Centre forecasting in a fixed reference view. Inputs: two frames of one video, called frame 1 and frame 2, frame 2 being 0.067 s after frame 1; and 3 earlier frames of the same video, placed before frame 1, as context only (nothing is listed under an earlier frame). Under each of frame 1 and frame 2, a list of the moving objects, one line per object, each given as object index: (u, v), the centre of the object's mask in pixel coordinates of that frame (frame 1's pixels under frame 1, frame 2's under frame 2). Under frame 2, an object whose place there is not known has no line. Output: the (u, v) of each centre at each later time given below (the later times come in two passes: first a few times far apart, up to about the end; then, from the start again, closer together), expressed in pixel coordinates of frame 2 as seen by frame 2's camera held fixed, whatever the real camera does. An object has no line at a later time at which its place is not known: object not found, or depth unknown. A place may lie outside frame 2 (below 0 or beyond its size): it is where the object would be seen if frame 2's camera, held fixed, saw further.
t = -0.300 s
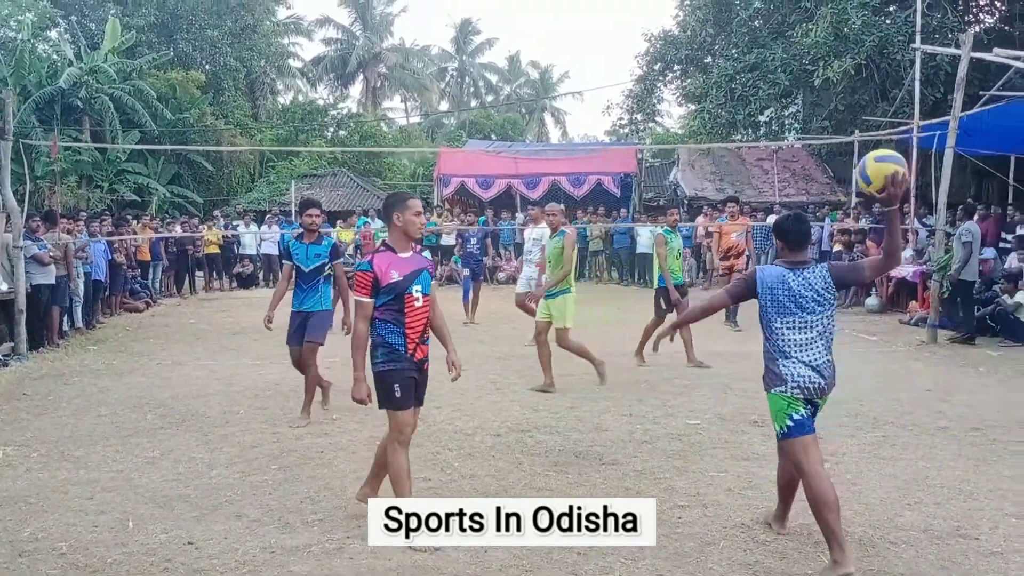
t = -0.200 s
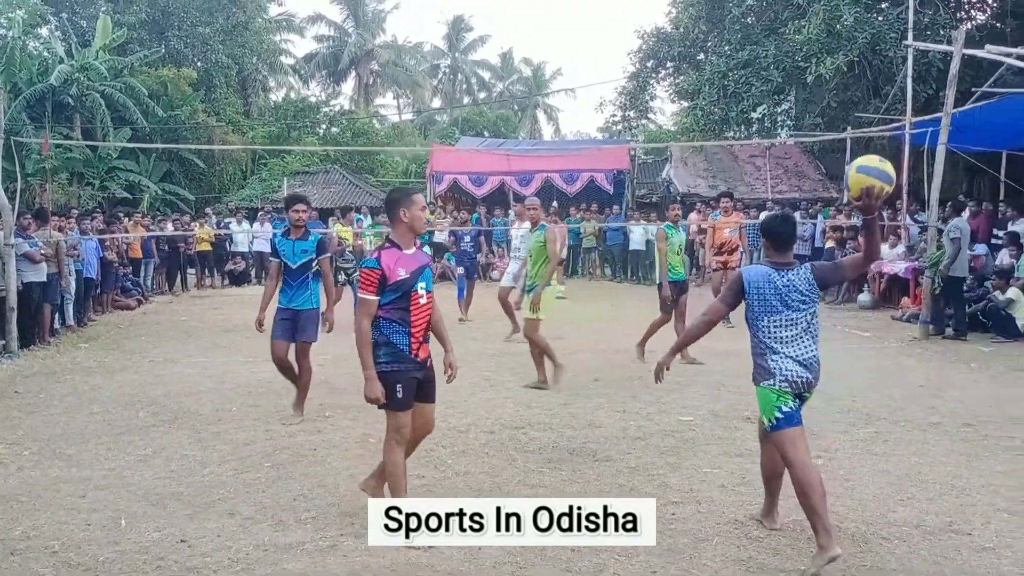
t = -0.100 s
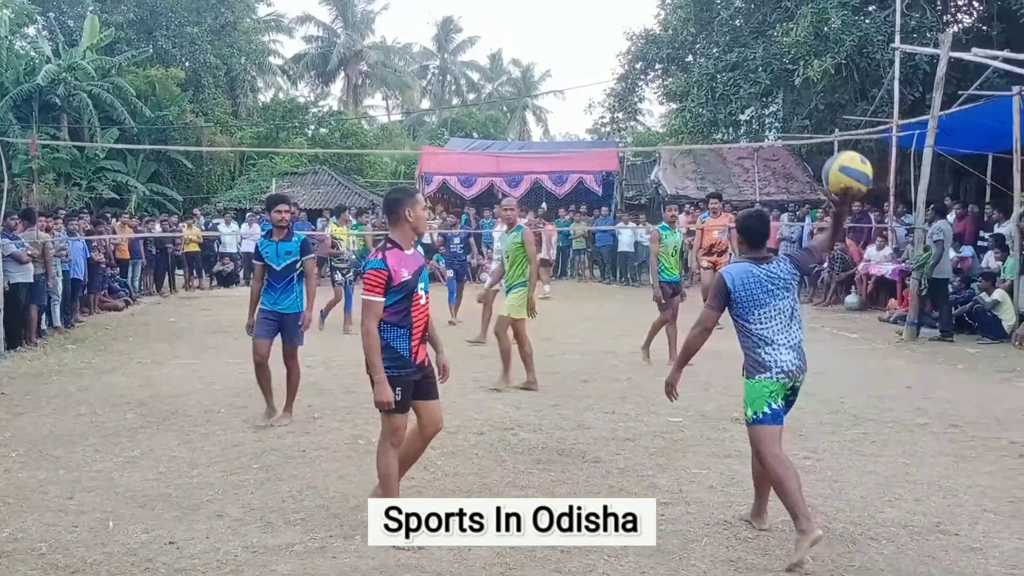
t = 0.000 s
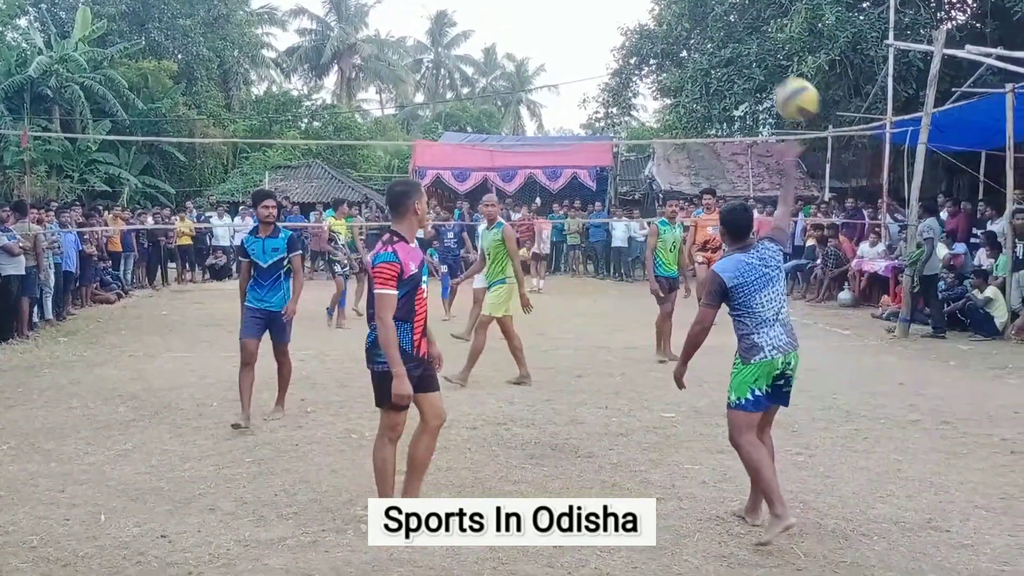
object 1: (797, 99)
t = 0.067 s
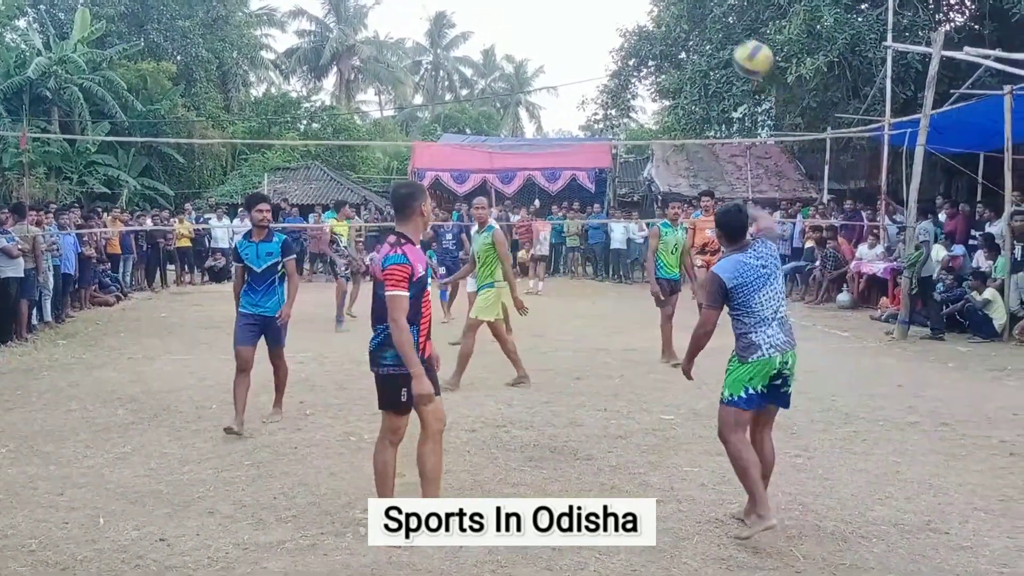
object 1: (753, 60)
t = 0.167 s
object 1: (703, 23)
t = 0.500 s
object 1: (604, 11)
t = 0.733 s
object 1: (568, 56)
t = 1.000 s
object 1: (541, 131)
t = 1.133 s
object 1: (531, 175)
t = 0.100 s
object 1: (735, 44)
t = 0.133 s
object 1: (718, 32)
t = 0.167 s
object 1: (703, 23)
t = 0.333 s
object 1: (645, 4)
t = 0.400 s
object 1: (627, 4)
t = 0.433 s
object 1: (619, 4)
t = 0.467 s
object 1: (611, 7)
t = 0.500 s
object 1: (604, 11)
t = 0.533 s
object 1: (598, 15)
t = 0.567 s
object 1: (592, 21)
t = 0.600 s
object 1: (587, 27)
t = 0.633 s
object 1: (582, 33)
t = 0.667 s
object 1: (577, 40)
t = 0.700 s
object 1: (573, 48)
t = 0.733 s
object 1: (568, 56)
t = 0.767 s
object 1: (564, 64)
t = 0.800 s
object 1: (561, 73)
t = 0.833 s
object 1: (557, 83)
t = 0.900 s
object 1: (550, 99)
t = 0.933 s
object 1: (546, 110)
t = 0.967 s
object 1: (542, 122)
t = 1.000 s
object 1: (541, 131)
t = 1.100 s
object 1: (535, 163)
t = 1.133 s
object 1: (531, 175)
